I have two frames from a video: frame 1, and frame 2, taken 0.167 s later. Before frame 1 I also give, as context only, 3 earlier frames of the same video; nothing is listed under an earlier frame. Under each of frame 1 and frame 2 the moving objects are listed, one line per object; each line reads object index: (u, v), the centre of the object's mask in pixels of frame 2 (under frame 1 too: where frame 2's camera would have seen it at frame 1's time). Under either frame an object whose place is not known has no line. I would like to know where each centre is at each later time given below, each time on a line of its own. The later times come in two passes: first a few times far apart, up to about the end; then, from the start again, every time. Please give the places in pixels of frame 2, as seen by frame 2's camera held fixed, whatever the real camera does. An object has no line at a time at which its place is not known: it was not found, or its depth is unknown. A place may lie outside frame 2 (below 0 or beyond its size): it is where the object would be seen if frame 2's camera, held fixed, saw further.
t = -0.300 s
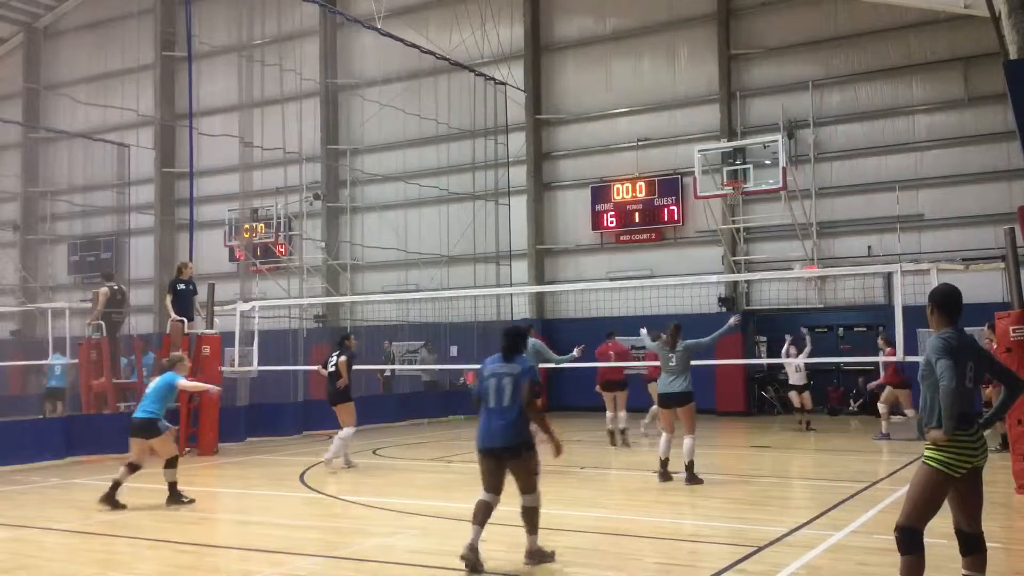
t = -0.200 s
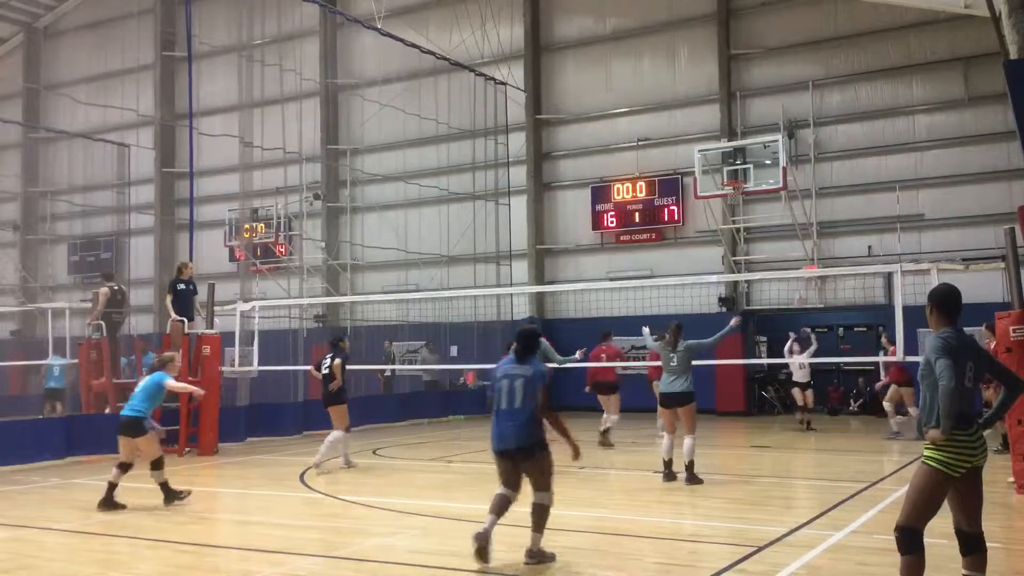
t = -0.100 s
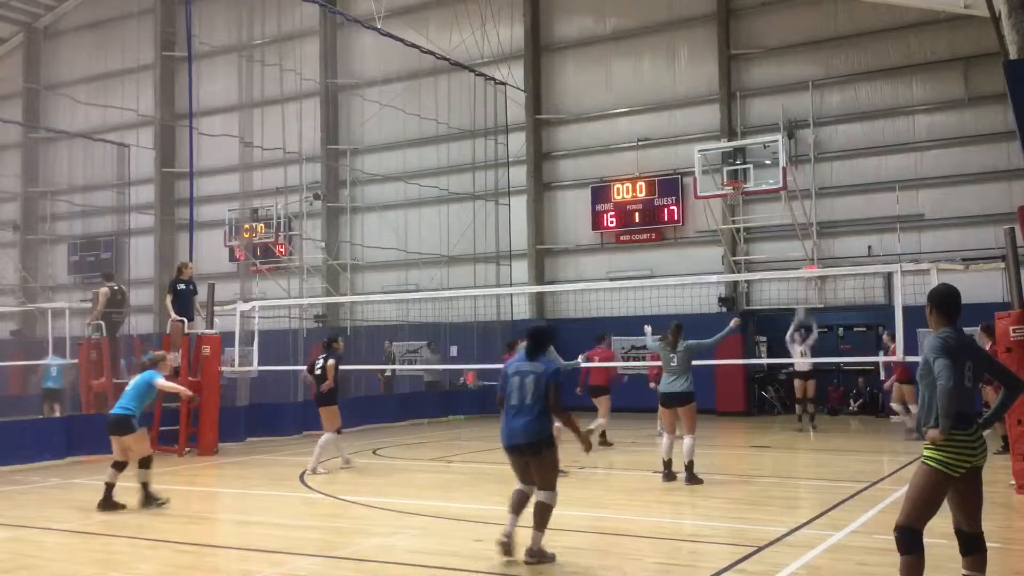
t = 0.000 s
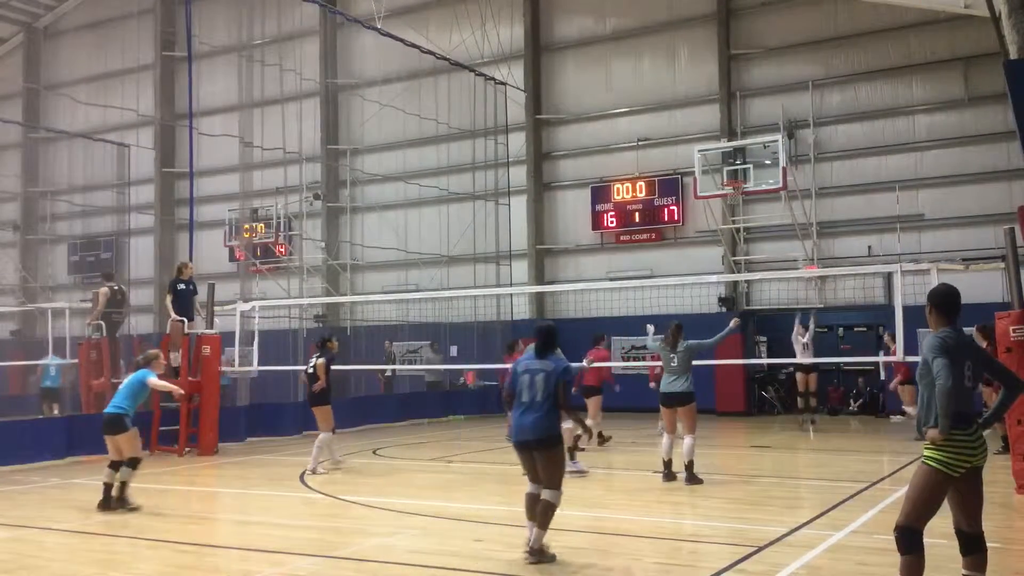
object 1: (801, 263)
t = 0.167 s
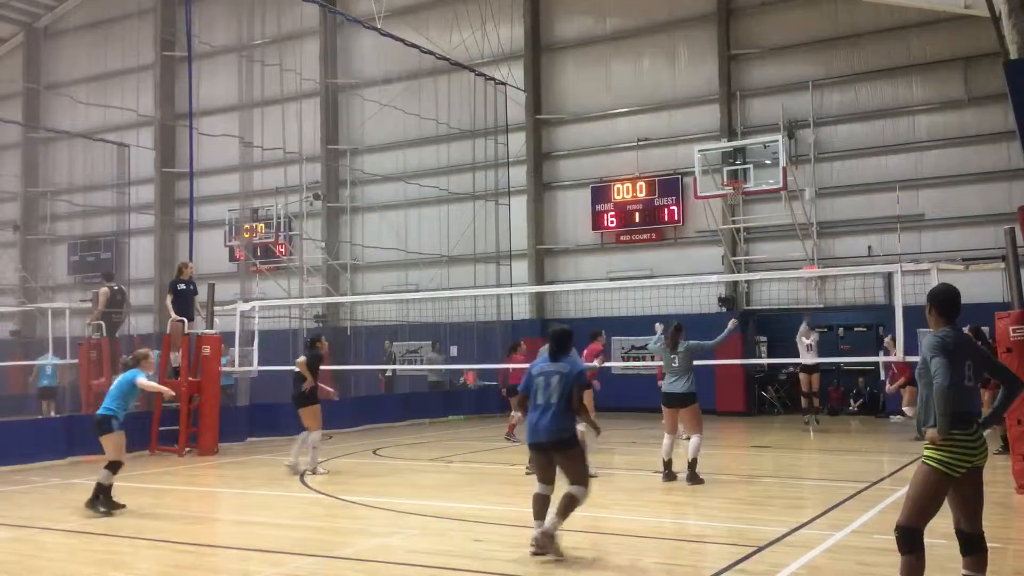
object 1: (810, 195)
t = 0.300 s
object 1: (815, 149)
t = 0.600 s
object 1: (834, 86)
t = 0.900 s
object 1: (855, 77)
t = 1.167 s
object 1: (882, 124)
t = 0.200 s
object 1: (809, 181)
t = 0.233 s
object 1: (810, 171)
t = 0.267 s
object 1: (813, 161)
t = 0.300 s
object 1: (815, 149)
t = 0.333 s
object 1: (818, 138)
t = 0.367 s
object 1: (820, 130)
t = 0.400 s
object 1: (821, 122)
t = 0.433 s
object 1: (822, 114)
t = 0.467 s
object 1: (825, 109)
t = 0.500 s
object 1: (827, 102)
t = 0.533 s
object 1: (829, 95)
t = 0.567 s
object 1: (832, 91)
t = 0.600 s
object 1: (834, 86)
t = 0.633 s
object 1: (836, 83)
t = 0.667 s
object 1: (838, 80)
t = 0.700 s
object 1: (840, 77)
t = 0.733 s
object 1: (844, 75)
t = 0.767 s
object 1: (846, 75)
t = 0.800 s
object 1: (848, 75)
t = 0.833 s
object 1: (851, 75)
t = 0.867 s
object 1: (854, 76)
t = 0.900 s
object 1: (855, 77)
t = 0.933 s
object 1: (858, 80)
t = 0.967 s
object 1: (862, 85)
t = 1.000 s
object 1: (867, 89)
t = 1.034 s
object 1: (869, 94)
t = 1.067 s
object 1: (873, 98)
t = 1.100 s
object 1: (876, 108)
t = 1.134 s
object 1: (878, 114)
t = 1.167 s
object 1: (882, 124)
